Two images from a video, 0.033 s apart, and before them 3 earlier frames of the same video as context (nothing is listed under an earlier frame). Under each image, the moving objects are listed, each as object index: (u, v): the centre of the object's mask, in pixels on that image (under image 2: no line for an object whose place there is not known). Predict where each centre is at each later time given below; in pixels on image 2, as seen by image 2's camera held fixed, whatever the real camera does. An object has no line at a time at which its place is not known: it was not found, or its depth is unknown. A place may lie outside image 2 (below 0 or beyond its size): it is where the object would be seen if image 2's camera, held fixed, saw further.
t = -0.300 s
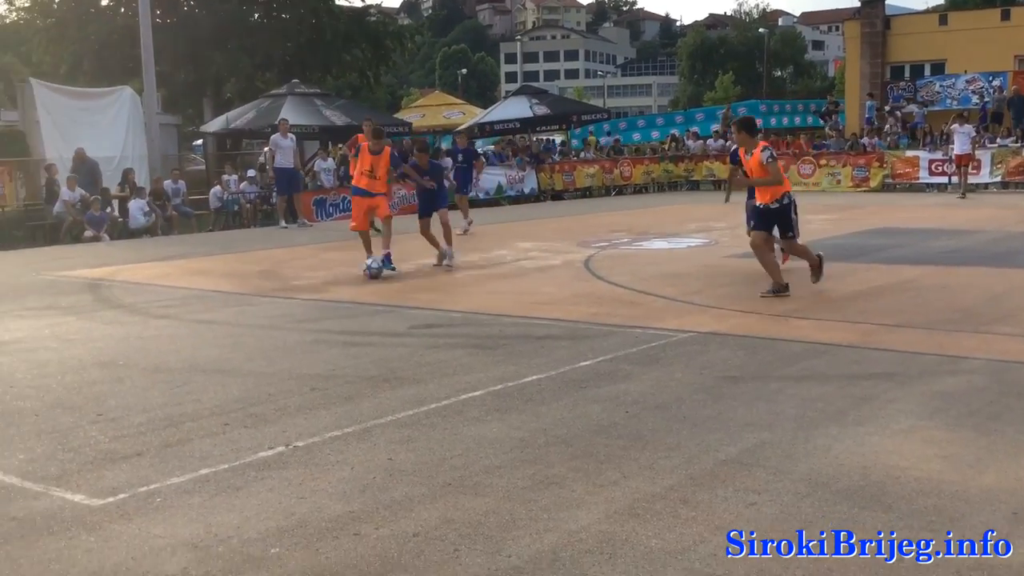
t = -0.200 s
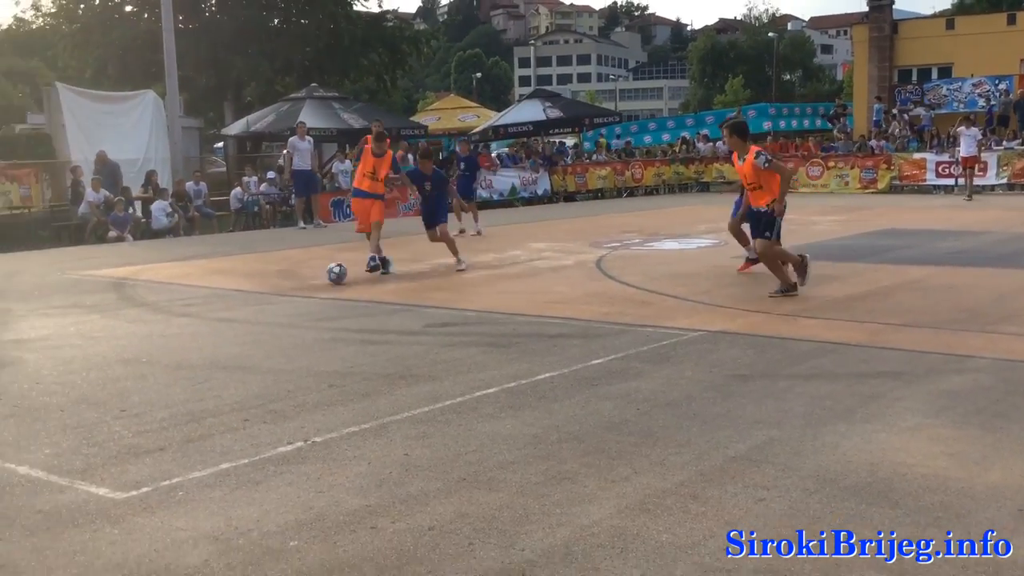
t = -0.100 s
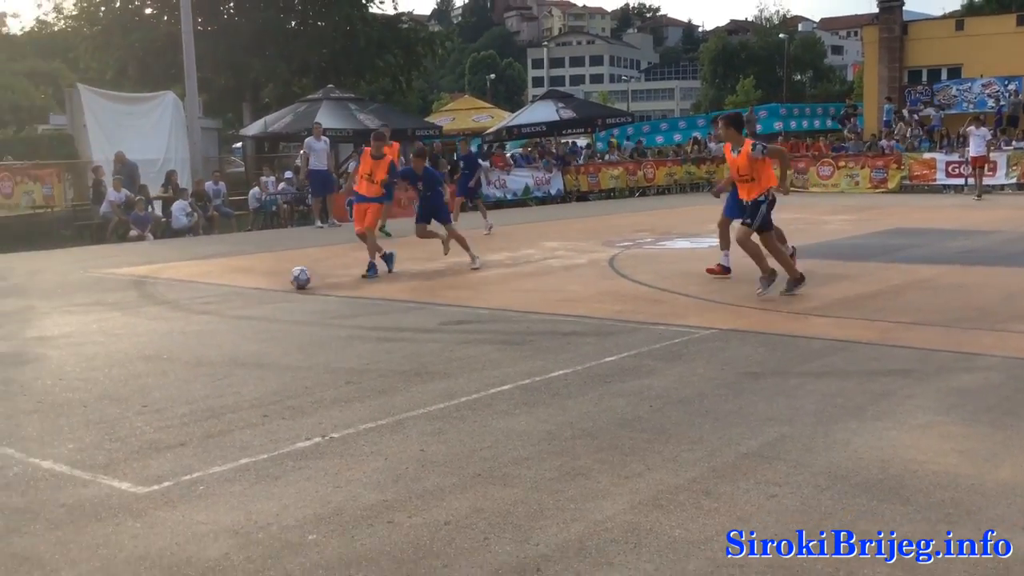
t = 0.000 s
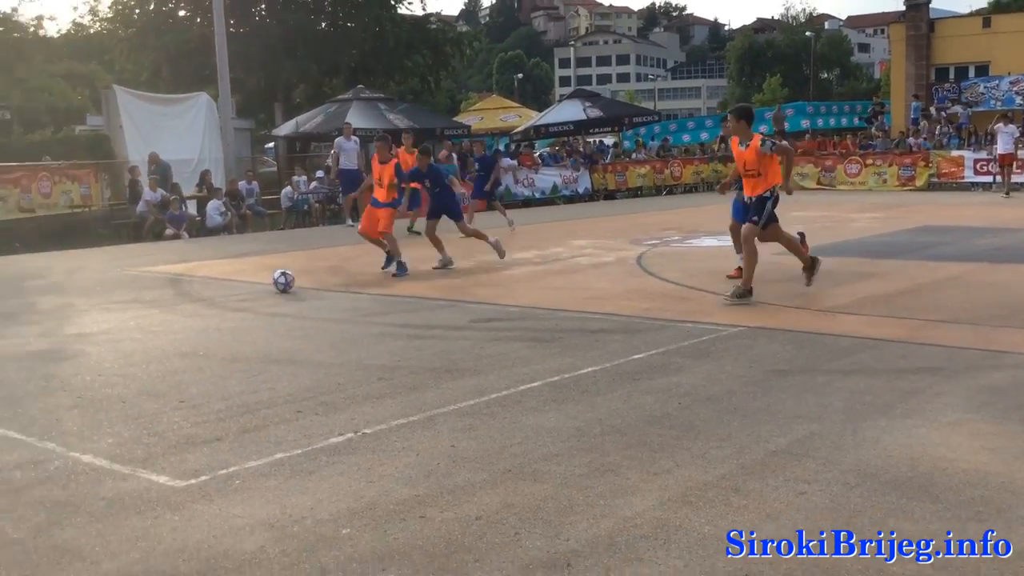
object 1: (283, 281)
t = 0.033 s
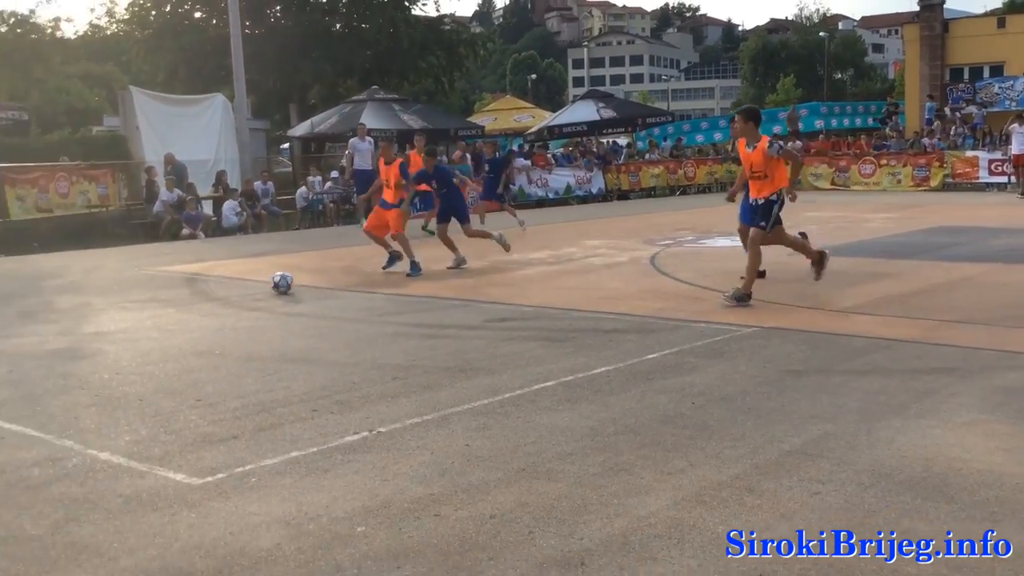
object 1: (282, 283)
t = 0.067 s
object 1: (267, 282)
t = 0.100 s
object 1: (254, 284)
